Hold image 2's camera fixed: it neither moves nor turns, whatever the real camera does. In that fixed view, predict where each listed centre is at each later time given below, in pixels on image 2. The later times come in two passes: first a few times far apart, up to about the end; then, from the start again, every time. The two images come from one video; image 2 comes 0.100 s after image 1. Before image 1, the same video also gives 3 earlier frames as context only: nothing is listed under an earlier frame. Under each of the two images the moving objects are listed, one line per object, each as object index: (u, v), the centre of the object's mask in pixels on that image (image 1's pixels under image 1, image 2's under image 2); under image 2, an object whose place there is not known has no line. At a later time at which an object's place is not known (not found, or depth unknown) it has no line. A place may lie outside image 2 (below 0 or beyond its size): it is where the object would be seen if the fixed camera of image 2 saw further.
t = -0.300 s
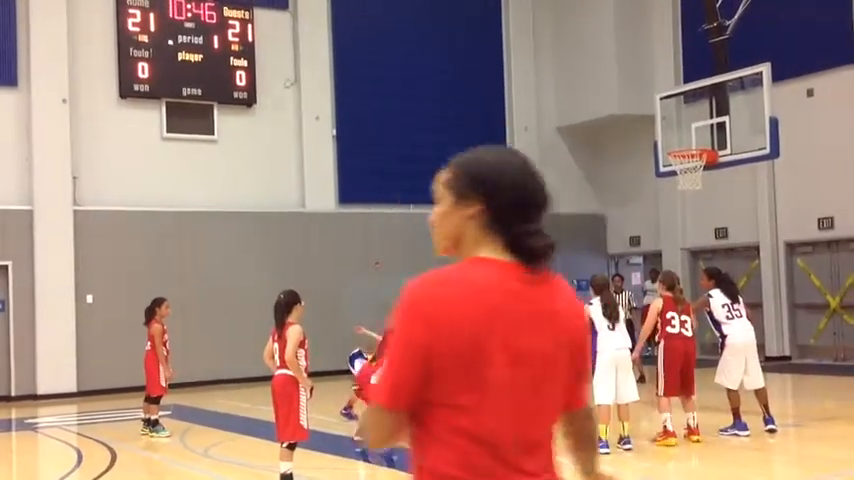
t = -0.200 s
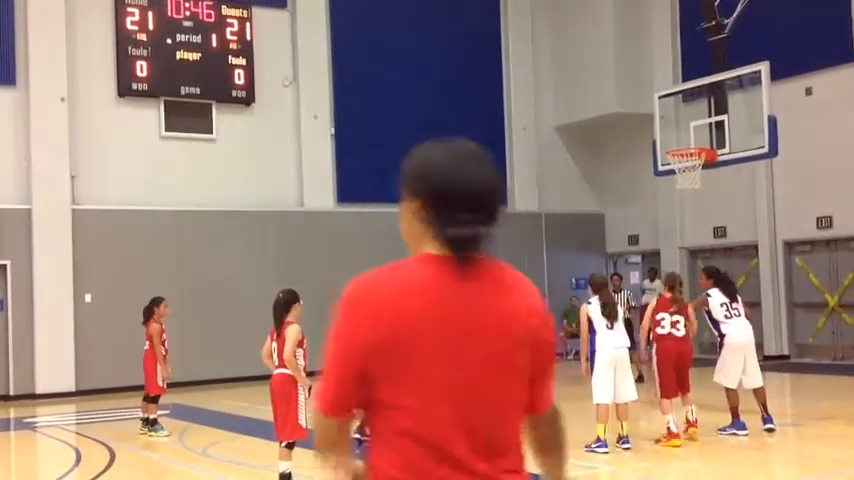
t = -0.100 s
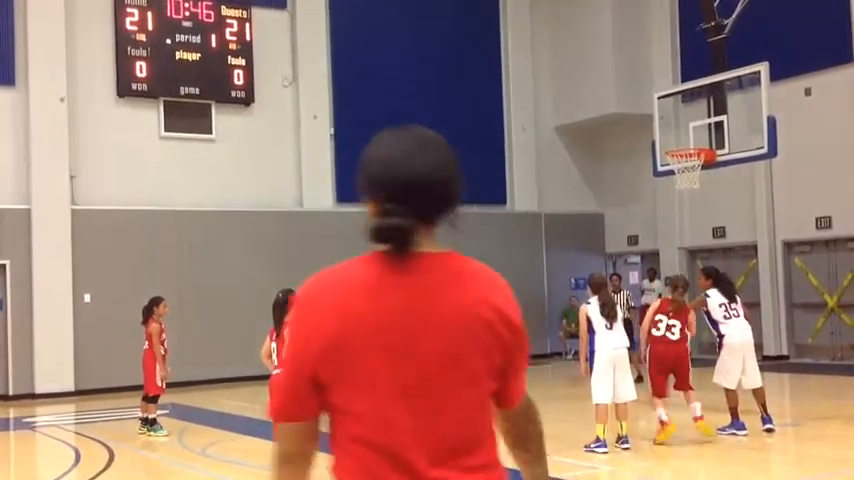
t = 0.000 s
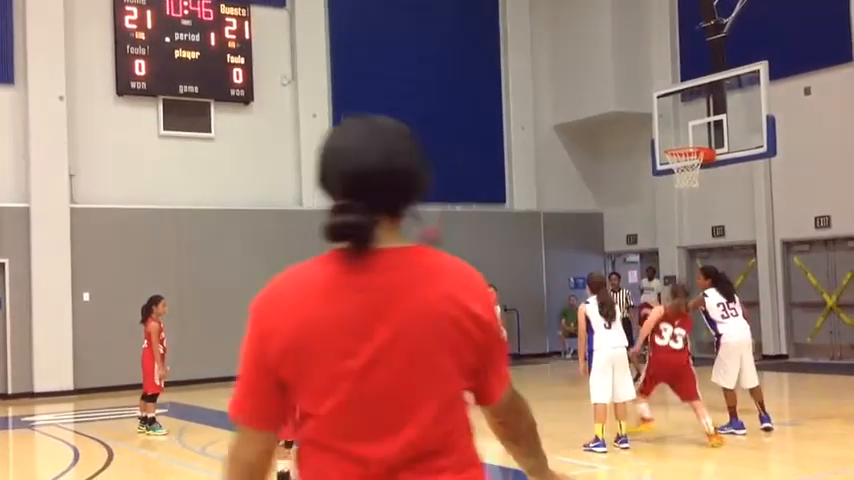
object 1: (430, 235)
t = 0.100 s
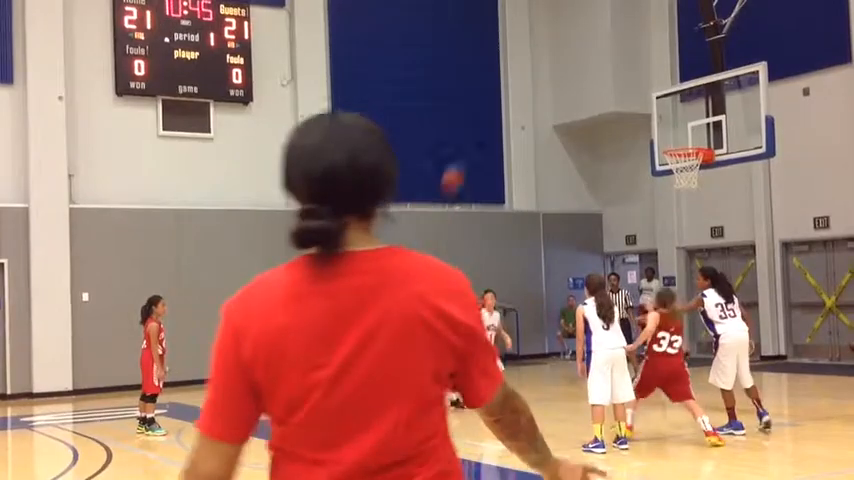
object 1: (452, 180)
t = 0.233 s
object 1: (486, 116)
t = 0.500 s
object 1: (549, 46)
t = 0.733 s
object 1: (600, 36)
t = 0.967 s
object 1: (649, 70)
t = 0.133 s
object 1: (461, 160)
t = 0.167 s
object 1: (469, 144)
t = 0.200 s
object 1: (478, 129)
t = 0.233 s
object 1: (486, 116)
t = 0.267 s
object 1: (493, 103)
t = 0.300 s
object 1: (501, 94)
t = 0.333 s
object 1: (510, 83)
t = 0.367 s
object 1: (518, 74)
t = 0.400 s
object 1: (526, 66)
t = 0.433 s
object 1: (533, 58)
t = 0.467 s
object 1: (541, 52)
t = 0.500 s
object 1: (549, 46)
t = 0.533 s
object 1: (556, 42)
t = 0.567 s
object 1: (564, 39)
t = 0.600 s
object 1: (571, 36)
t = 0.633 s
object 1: (578, 34)
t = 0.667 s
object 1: (585, 34)
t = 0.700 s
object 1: (593, 34)
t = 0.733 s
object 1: (600, 36)
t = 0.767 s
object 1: (607, 38)
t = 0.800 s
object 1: (615, 40)
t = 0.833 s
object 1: (622, 44)
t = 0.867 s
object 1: (629, 50)
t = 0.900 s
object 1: (635, 56)
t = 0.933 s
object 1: (642, 63)
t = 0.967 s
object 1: (649, 70)
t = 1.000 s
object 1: (657, 78)
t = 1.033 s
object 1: (663, 88)
